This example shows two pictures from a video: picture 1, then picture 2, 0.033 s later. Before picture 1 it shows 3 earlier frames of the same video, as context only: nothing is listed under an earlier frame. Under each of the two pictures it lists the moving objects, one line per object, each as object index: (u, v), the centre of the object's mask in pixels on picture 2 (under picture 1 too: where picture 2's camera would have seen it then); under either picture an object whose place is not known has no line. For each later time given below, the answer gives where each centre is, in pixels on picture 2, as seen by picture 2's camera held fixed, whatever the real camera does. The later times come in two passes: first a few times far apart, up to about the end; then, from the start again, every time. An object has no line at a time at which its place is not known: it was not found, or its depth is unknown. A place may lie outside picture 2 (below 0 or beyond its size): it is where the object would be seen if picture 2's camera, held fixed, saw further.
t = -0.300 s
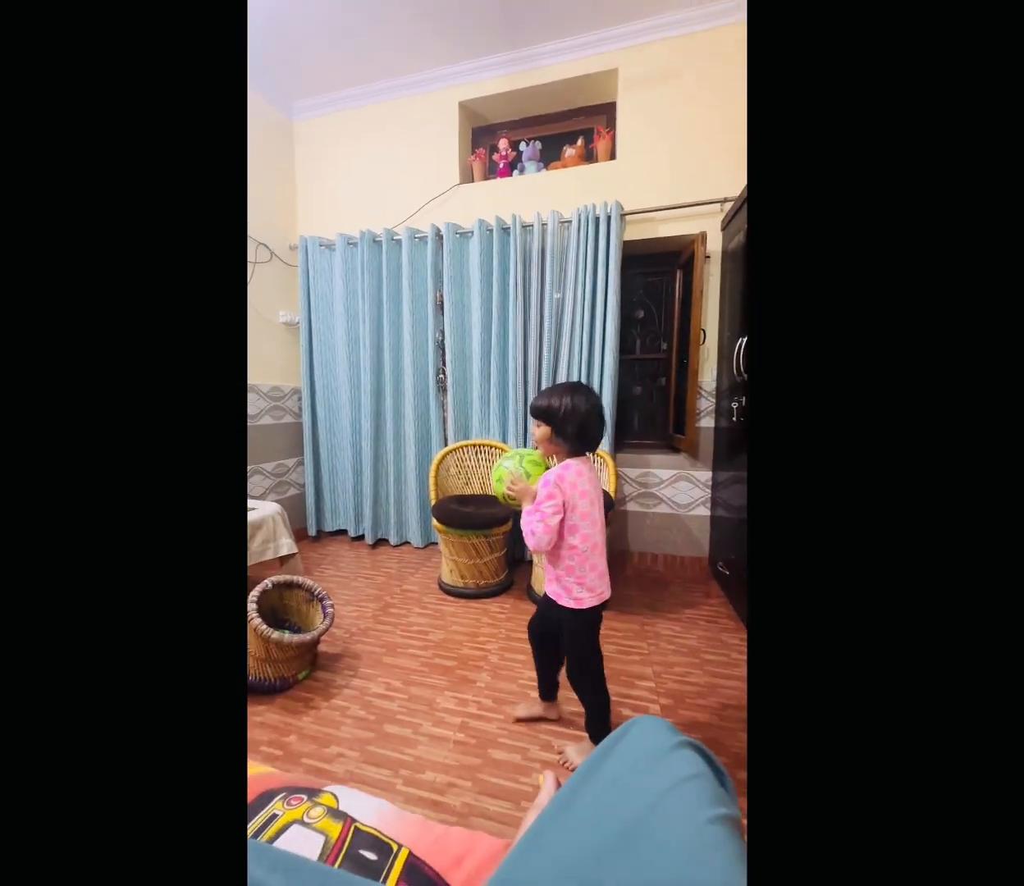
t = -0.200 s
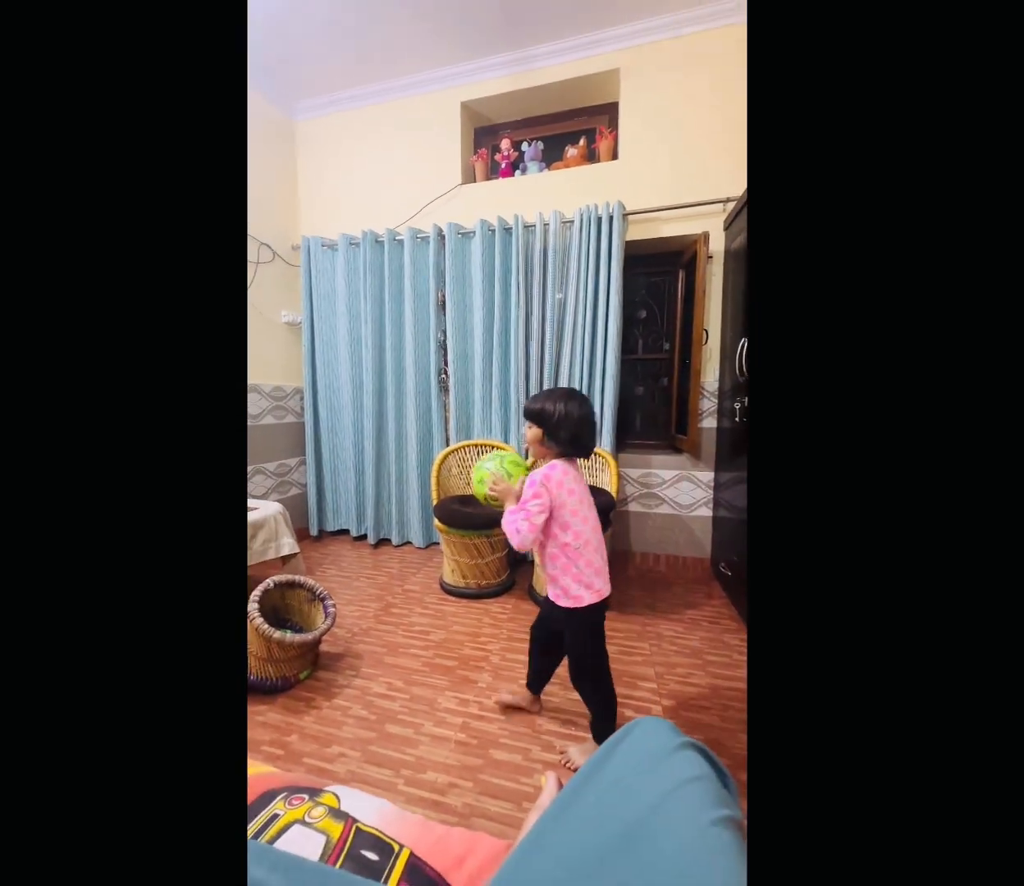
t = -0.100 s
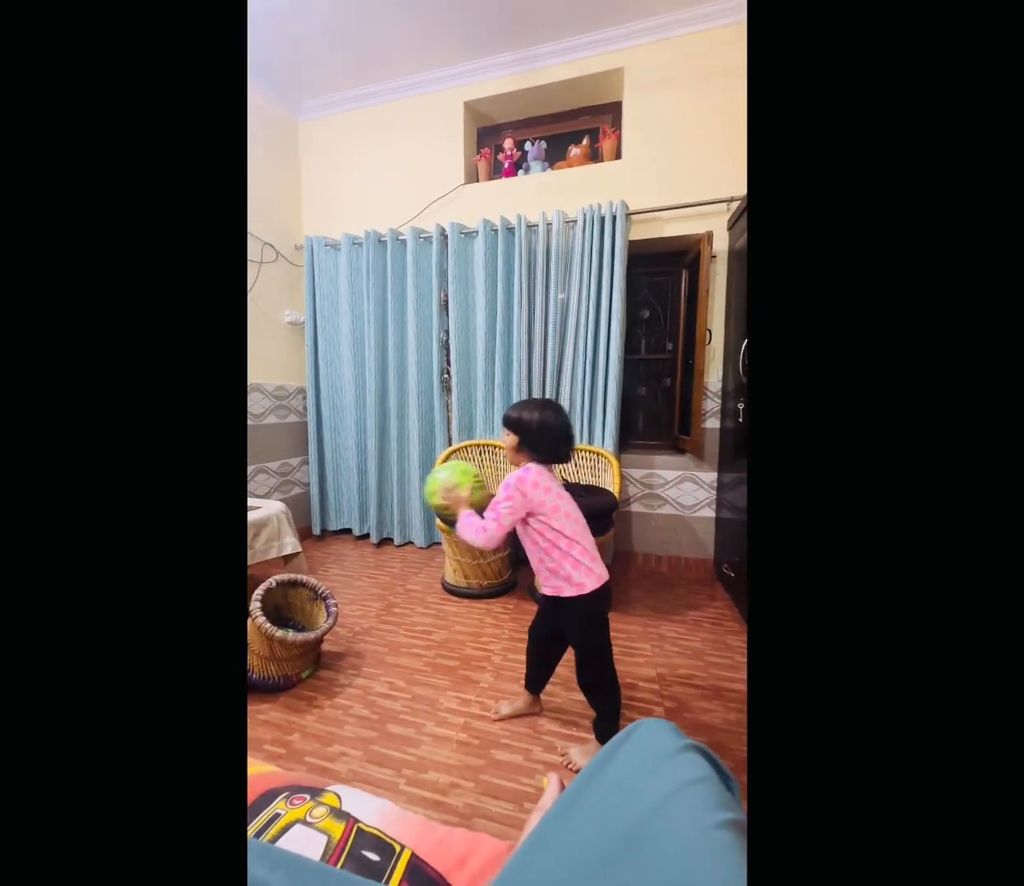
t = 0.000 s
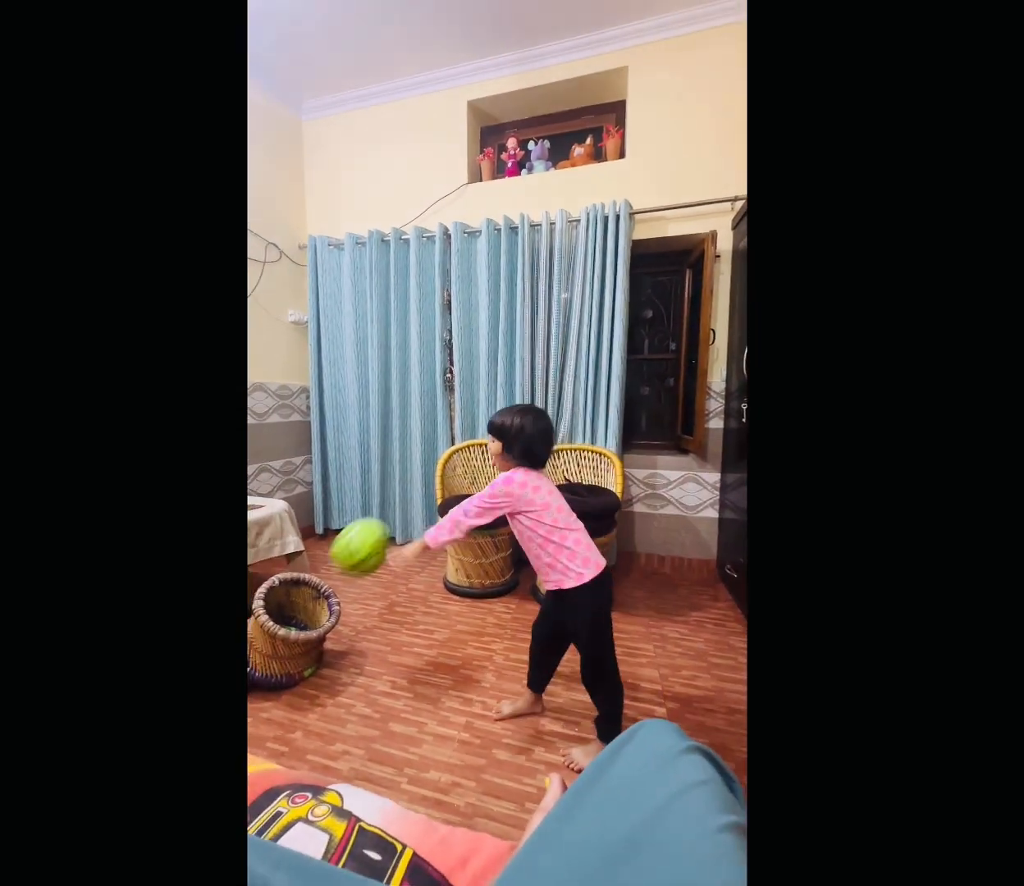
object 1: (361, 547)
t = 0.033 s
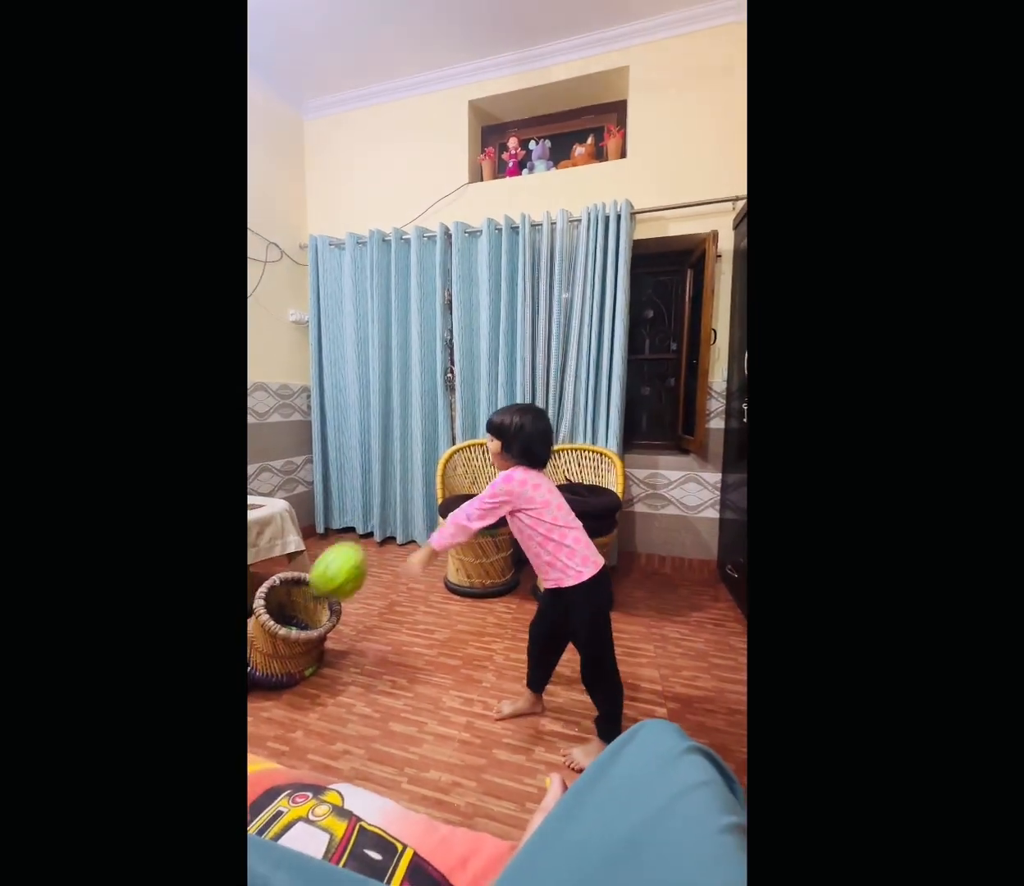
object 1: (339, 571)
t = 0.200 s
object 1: (301, 584)
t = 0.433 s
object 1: (281, 694)
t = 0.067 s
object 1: (319, 587)
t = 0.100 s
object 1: (302, 583)
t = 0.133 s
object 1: (301, 579)
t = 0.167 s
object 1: (301, 579)
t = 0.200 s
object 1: (301, 584)
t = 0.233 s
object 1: (302, 607)
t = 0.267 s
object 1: (303, 627)
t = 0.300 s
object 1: (303, 652)
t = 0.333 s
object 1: (305, 684)
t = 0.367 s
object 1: (297, 707)
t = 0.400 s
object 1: (289, 698)
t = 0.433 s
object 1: (281, 694)
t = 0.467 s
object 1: (273, 696)
